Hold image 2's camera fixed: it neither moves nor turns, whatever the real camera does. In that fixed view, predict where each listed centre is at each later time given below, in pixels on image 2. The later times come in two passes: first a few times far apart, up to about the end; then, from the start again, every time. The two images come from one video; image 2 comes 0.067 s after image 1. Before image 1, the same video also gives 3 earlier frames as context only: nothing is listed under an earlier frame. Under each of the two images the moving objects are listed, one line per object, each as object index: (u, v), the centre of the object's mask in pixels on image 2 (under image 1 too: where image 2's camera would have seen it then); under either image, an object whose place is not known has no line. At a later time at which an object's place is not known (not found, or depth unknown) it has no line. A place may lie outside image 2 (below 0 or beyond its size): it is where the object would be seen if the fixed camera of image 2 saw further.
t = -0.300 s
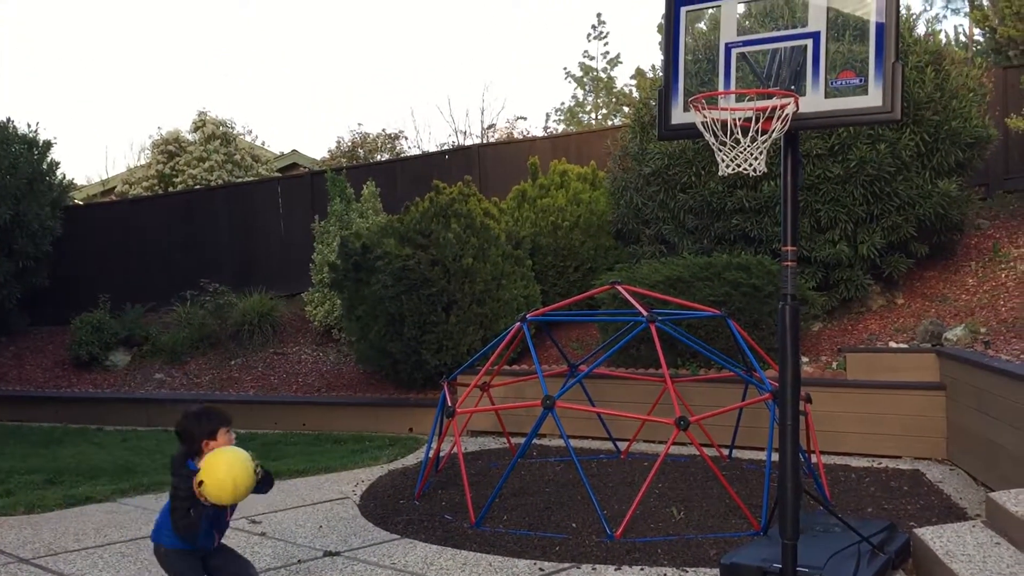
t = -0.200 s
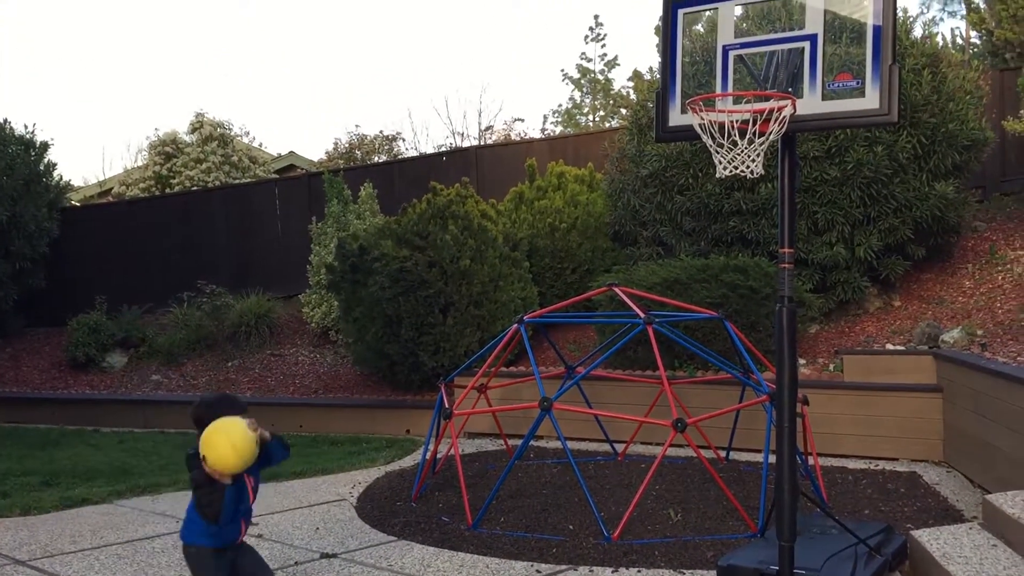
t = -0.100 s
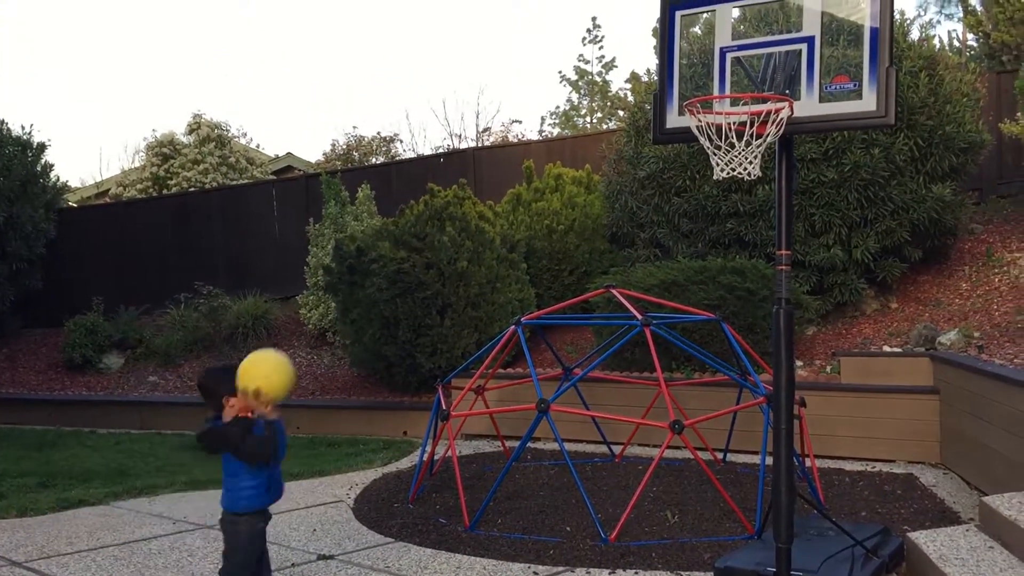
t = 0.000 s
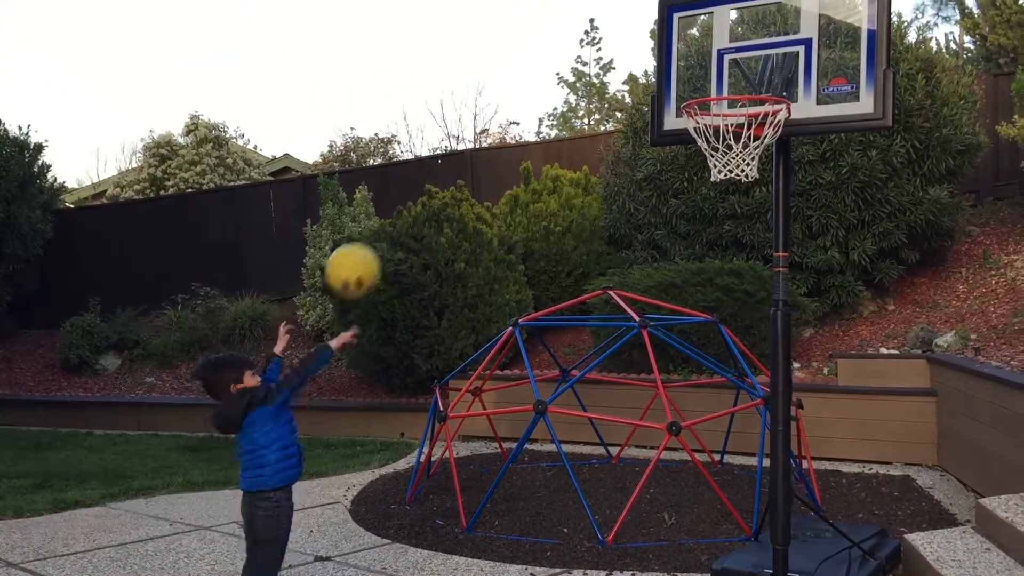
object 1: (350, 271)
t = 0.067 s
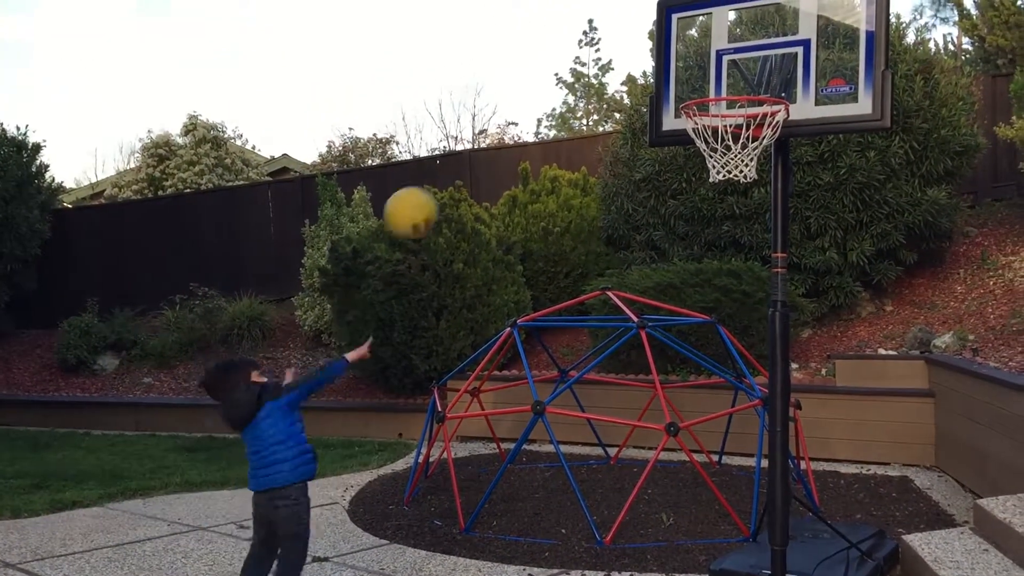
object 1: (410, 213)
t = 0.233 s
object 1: (546, 127)
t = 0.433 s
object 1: (675, 111)
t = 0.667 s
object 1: (620, 148)
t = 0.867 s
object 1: (543, 259)
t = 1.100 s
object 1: (459, 479)
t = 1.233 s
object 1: (421, 540)
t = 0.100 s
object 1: (438, 188)
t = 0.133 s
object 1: (467, 168)
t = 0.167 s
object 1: (494, 152)
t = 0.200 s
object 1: (520, 138)
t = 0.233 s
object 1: (546, 127)
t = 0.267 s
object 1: (571, 118)
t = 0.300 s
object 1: (594, 113)
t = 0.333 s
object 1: (617, 109)
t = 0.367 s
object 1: (640, 107)
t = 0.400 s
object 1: (660, 109)
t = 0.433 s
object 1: (675, 111)
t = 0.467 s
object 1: (676, 112)
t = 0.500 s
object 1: (675, 116)
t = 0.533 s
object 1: (669, 118)
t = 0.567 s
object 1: (660, 123)
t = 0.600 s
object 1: (647, 129)
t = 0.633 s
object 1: (633, 137)
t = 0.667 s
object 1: (620, 148)
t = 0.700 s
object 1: (607, 160)
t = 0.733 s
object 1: (594, 176)
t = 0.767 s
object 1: (581, 193)
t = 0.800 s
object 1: (568, 213)
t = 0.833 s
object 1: (556, 235)
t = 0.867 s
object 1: (543, 259)
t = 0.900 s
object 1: (531, 284)
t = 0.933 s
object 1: (519, 312)
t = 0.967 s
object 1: (506, 342)
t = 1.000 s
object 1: (494, 371)
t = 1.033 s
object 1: (483, 405)
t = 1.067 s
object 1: (471, 441)
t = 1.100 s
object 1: (459, 479)
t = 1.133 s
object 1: (447, 519)
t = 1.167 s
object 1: (437, 560)
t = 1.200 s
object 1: (428, 573)
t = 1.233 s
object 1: (421, 540)
